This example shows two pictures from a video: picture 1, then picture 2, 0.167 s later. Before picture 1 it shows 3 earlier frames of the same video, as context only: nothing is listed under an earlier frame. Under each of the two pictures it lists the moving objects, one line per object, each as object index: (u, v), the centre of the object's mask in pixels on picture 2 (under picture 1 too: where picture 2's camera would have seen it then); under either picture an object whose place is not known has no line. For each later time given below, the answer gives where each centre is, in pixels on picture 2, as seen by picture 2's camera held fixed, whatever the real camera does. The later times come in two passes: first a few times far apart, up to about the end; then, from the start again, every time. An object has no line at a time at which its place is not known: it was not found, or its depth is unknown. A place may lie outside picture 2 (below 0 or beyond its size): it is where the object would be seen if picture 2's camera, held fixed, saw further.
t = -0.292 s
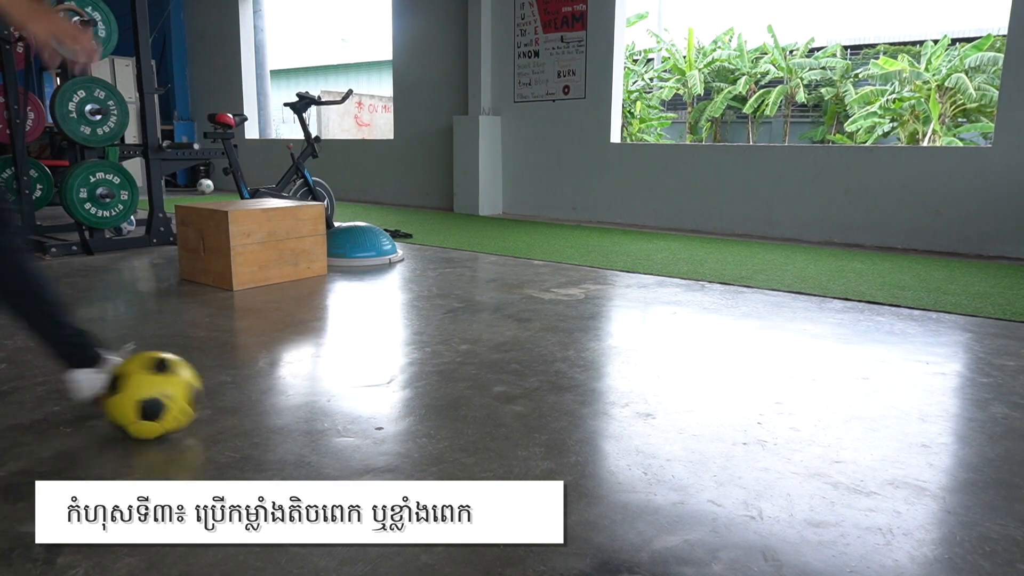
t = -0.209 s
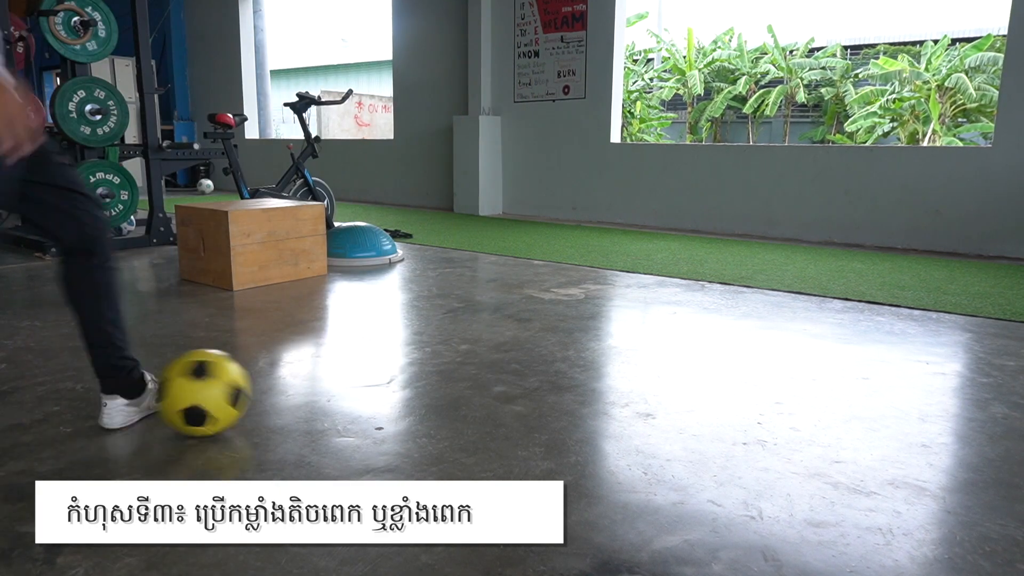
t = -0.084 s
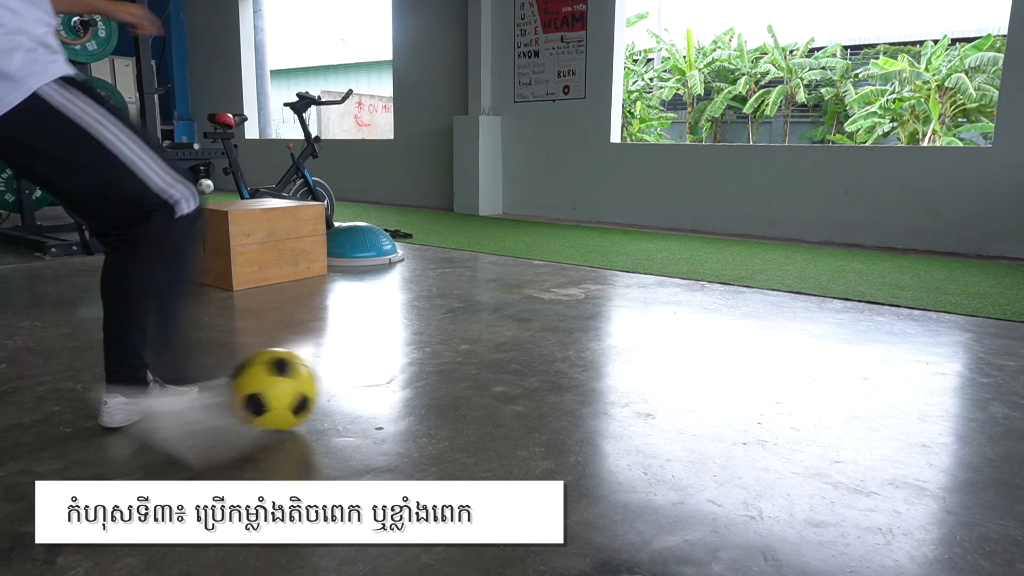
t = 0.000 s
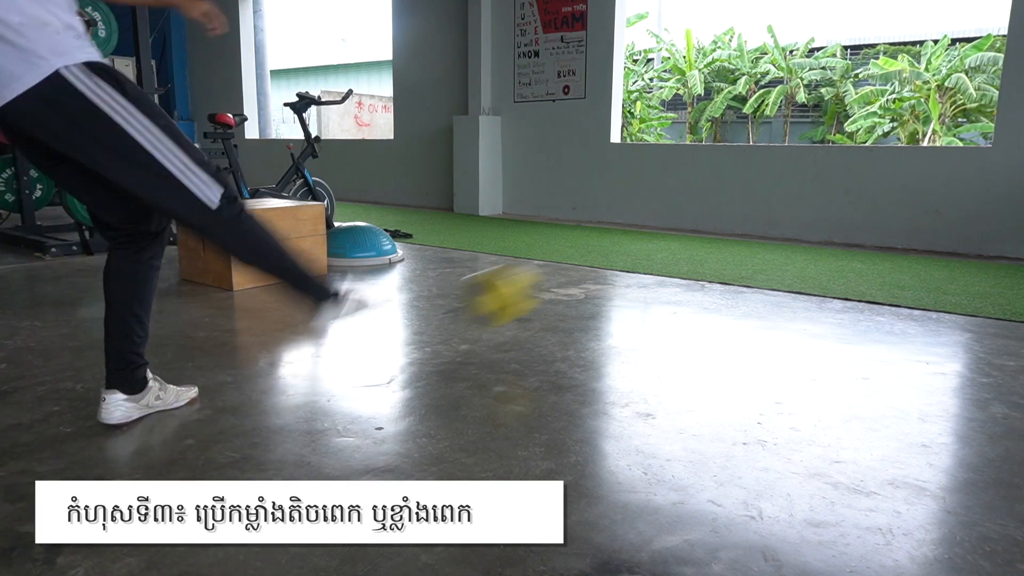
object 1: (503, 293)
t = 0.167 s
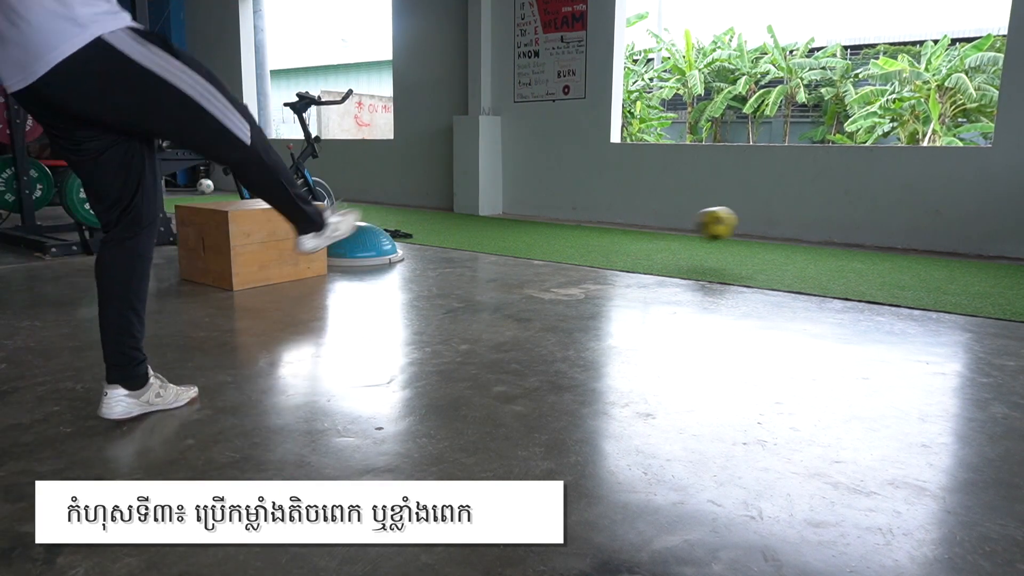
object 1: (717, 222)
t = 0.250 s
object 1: (767, 218)
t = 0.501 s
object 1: (704, 224)
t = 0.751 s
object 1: (546, 267)
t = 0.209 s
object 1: (744, 219)
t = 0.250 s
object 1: (767, 218)
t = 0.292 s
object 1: (781, 221)
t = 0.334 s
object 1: (766, 230)
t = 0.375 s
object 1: (753, 225)
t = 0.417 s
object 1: (738, 223)
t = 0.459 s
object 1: (722, 222)
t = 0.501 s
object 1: (704, 224)
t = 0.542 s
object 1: (683, 230)
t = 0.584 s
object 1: (659, 240)
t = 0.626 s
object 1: (632, 253)
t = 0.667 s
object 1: (602, 272)
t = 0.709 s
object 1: (575, 269)
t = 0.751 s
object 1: (546, 267)
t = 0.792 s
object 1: (512, 269)
